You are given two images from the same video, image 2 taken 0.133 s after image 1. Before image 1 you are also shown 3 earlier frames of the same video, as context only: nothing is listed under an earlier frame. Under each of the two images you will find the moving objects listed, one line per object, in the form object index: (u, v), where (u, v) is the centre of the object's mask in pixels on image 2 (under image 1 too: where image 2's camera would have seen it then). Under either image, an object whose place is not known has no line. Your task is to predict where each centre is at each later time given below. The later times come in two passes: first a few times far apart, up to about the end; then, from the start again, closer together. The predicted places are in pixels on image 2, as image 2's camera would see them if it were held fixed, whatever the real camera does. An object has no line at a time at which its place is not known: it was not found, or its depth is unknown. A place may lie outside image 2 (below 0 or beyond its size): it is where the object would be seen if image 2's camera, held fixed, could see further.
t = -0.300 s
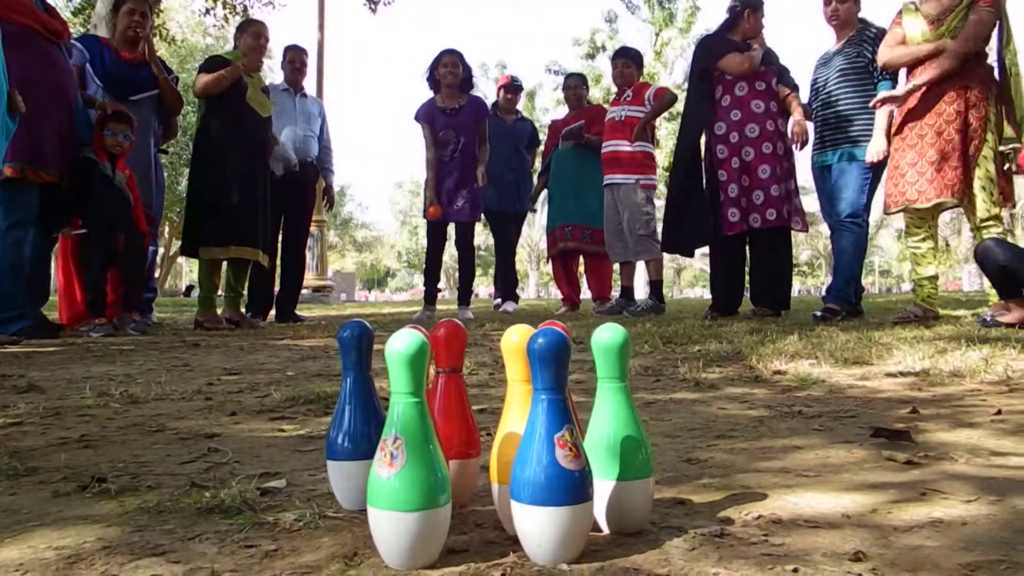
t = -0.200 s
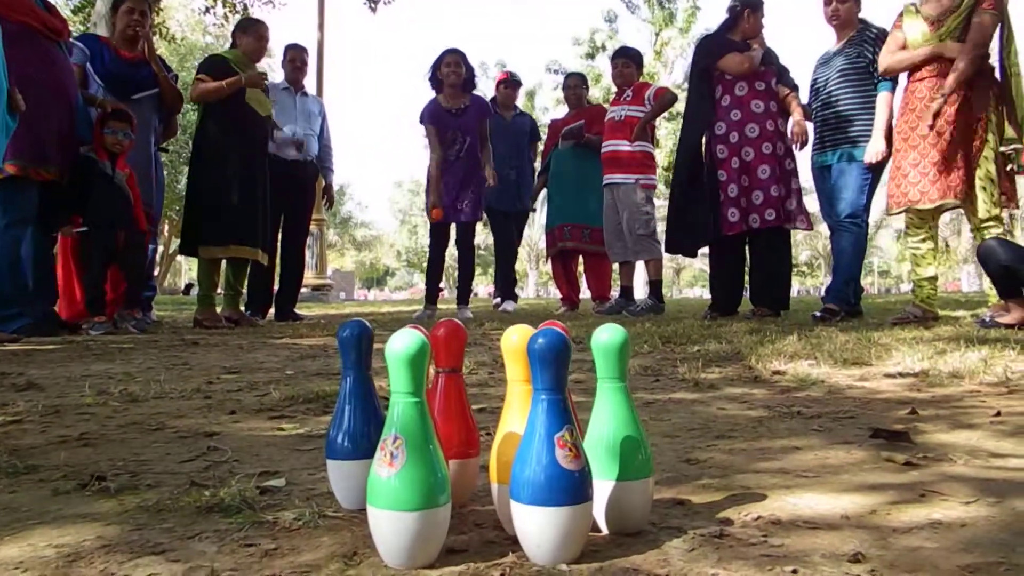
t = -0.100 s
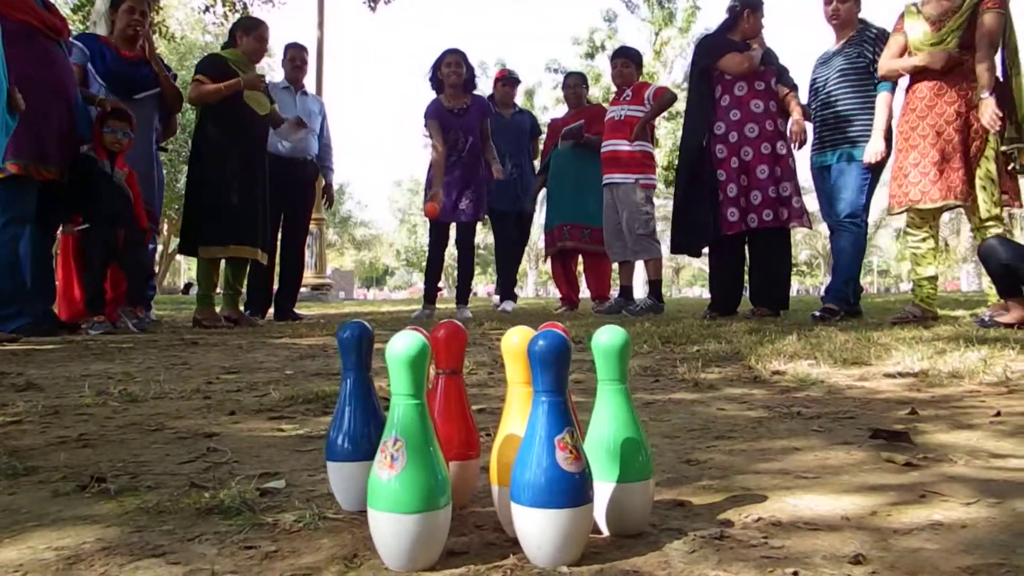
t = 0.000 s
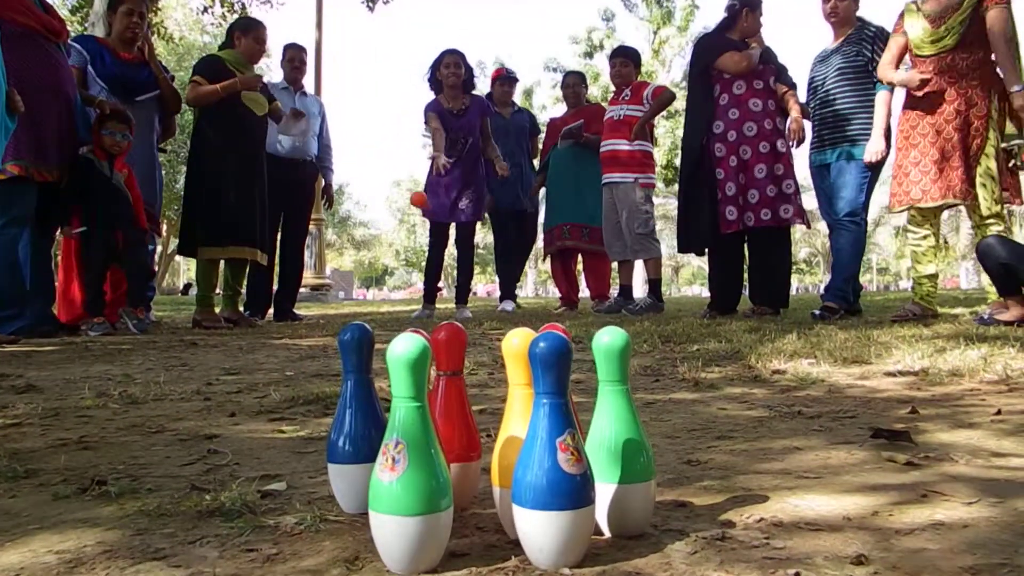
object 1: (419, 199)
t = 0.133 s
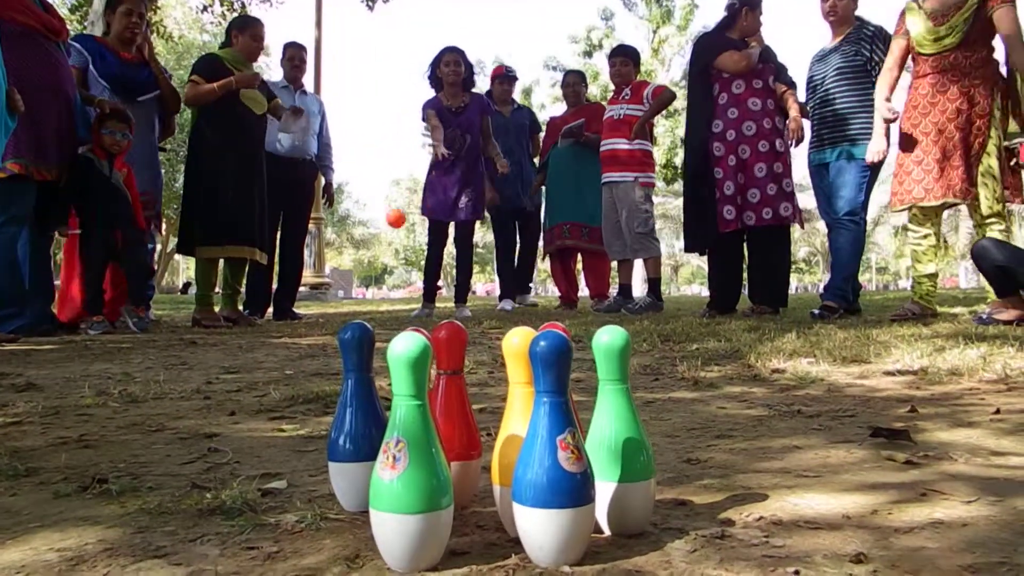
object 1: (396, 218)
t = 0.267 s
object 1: (367, 303)
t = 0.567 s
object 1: (272, 314)
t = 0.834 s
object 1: (141, 339)
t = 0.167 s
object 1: (389, 232)
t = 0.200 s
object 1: (382, 250)
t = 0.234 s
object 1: (375, 274)
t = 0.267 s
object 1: (367, 303)
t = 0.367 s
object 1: (339, 309)
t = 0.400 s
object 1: (330, 298)
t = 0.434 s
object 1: (319, 294)
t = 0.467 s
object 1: (308, 292)
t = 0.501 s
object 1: (296, 293)
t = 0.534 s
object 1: (284, 302)
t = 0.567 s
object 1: (272, 314)
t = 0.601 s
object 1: (257, 329)
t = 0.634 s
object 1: (242, 353)
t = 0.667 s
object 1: (229, 339)
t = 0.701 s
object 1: (213, 327)
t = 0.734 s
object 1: (196, 322)
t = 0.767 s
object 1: (179, 323)
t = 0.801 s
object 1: (162, 329)
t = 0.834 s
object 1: (141, 339)
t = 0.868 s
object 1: (118, 360)
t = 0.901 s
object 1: (91, 376)
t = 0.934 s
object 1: (57, 380)
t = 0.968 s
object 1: (29, 381)
